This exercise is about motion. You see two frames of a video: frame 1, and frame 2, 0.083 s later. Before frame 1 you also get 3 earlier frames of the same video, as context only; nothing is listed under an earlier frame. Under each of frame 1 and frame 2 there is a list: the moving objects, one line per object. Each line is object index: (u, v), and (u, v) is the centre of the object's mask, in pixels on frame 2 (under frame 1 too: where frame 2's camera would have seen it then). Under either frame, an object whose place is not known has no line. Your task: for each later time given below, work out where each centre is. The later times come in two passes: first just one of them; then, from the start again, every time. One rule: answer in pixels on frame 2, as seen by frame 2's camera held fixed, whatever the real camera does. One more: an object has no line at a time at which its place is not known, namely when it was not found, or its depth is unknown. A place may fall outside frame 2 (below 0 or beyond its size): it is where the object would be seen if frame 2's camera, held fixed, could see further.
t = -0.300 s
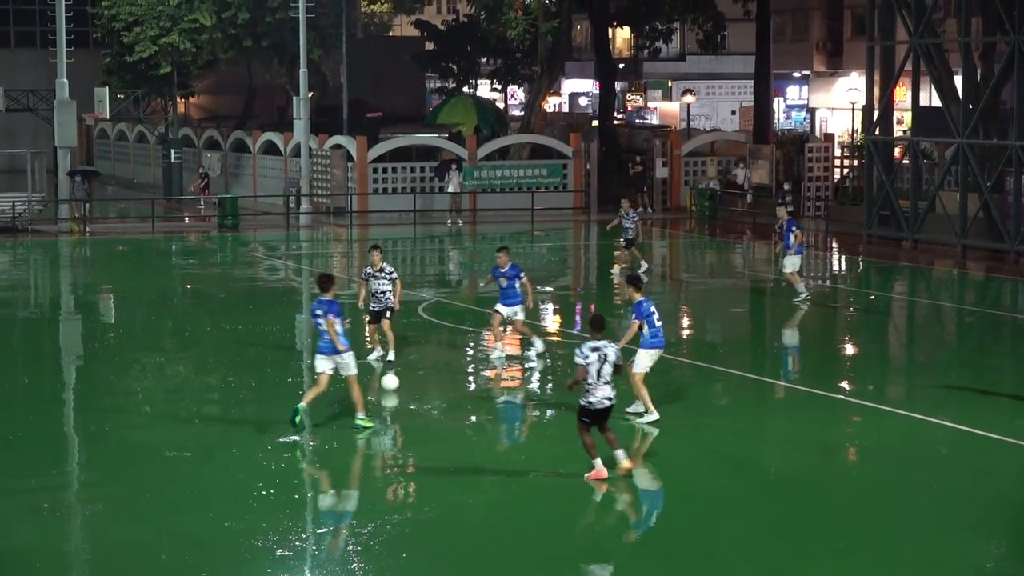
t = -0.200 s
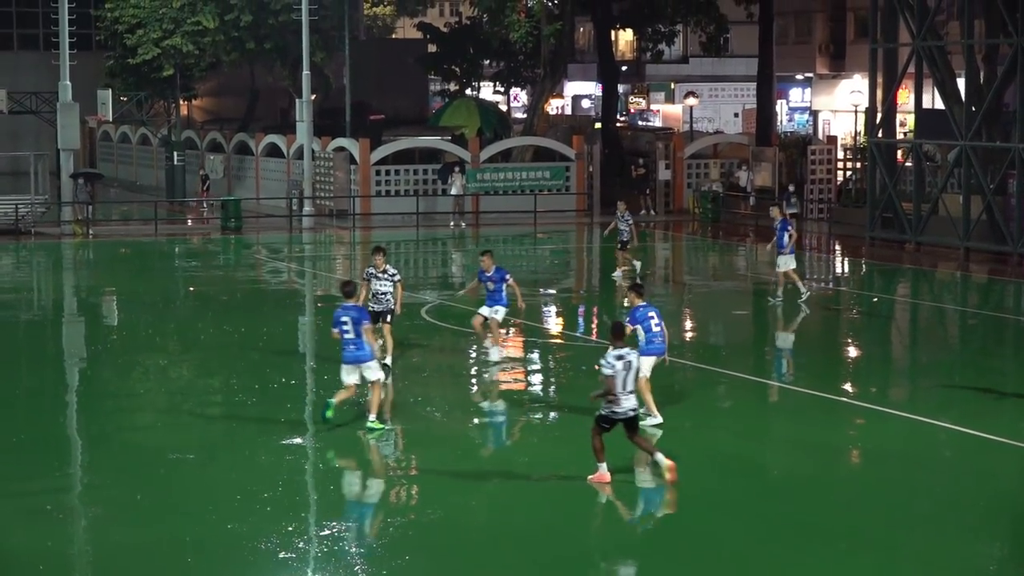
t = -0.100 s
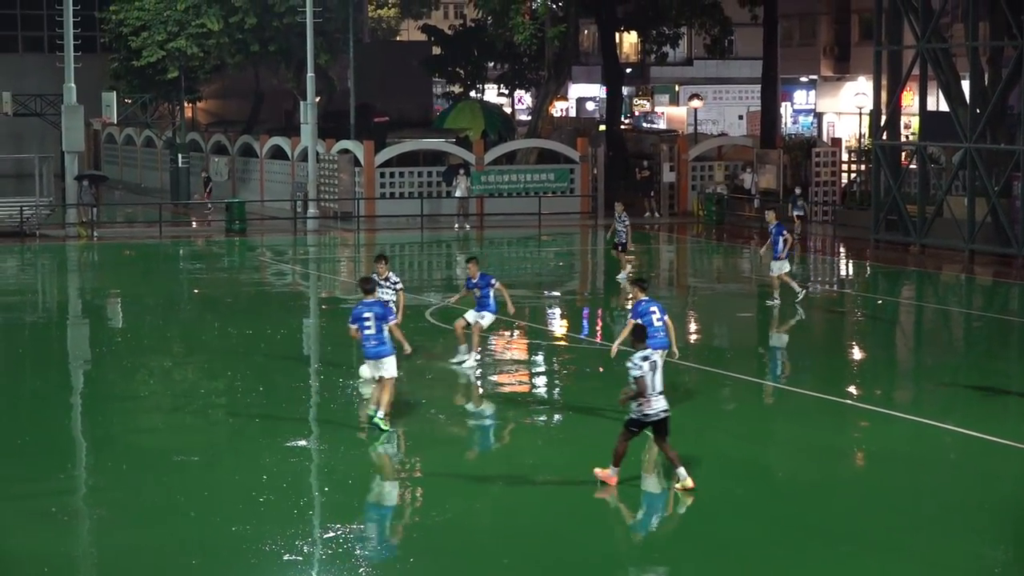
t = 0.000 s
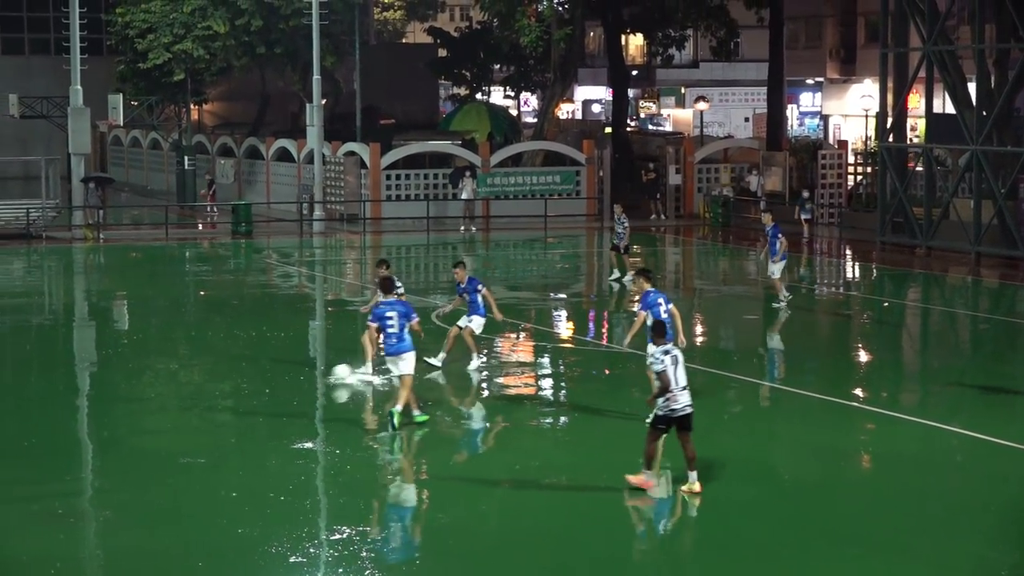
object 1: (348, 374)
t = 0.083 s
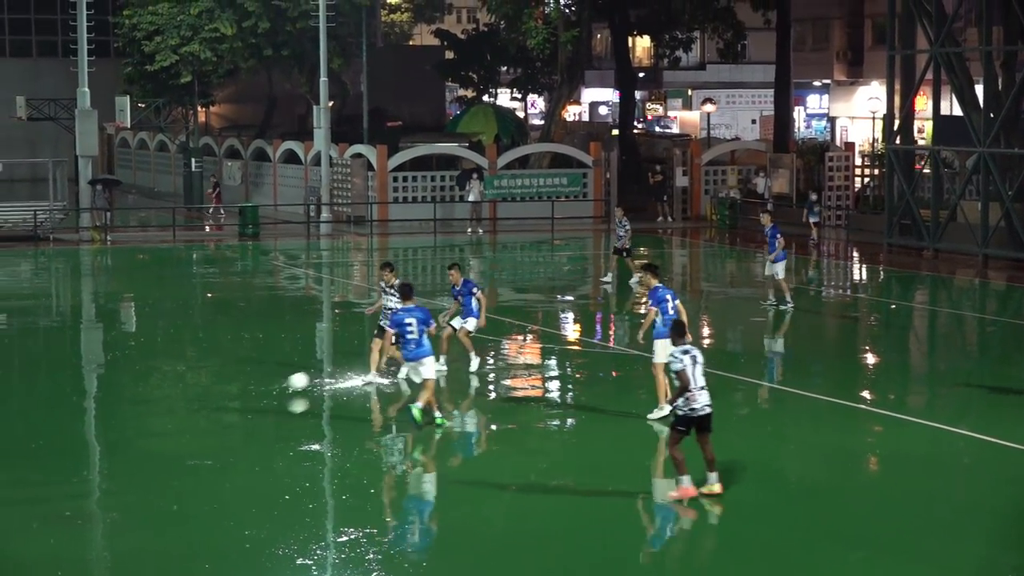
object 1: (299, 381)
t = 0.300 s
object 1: (155, 406)
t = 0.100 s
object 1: (287, 383)
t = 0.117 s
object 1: (277, 385)
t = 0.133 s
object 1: (266, 388)
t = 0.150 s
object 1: (255, 391)
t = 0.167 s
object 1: (244, 393)
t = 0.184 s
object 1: (233, 394)
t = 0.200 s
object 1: (222, 395)
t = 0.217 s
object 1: (211, 396)
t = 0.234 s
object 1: (200, 398)
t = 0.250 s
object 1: (189, 400)
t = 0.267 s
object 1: (178, 401)
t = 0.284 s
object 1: (167, 403)
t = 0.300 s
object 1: (155, 406)
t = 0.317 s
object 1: (143, 408)
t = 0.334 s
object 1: (130, 411)
